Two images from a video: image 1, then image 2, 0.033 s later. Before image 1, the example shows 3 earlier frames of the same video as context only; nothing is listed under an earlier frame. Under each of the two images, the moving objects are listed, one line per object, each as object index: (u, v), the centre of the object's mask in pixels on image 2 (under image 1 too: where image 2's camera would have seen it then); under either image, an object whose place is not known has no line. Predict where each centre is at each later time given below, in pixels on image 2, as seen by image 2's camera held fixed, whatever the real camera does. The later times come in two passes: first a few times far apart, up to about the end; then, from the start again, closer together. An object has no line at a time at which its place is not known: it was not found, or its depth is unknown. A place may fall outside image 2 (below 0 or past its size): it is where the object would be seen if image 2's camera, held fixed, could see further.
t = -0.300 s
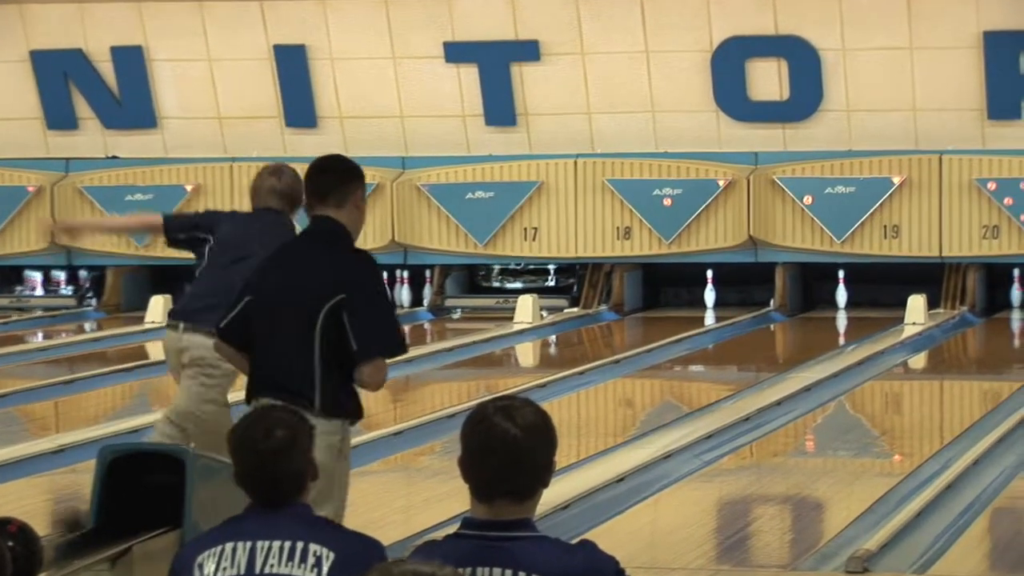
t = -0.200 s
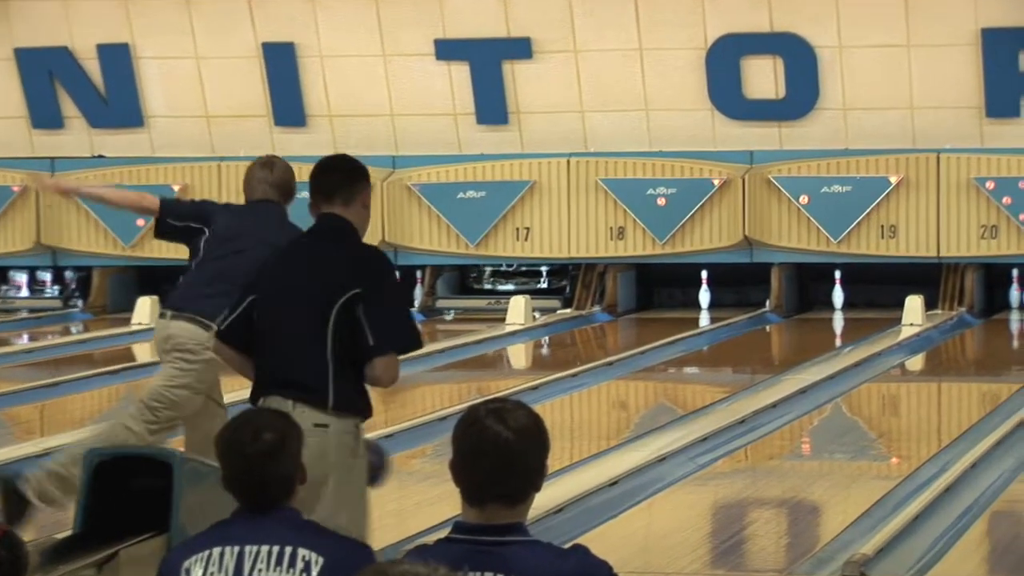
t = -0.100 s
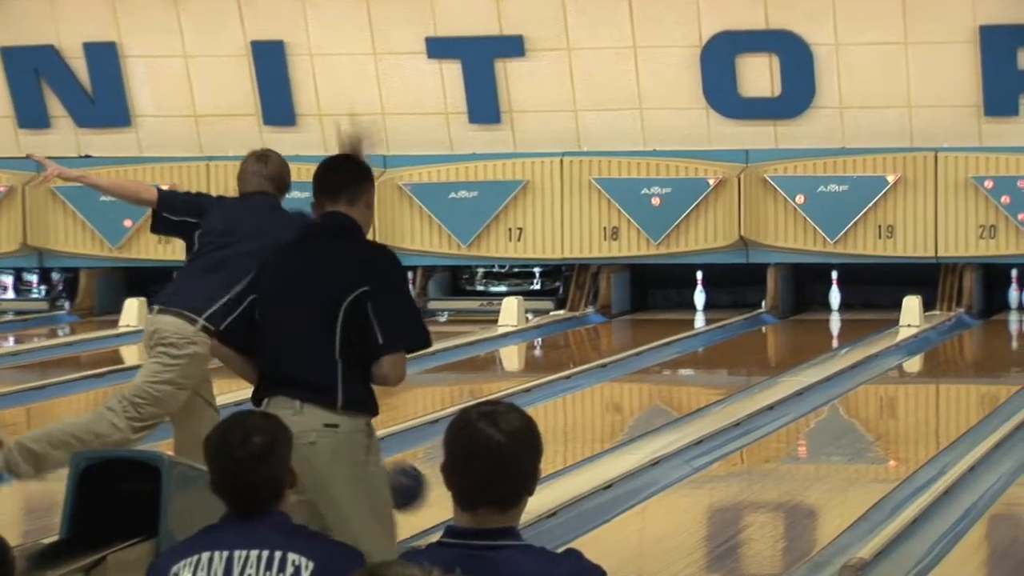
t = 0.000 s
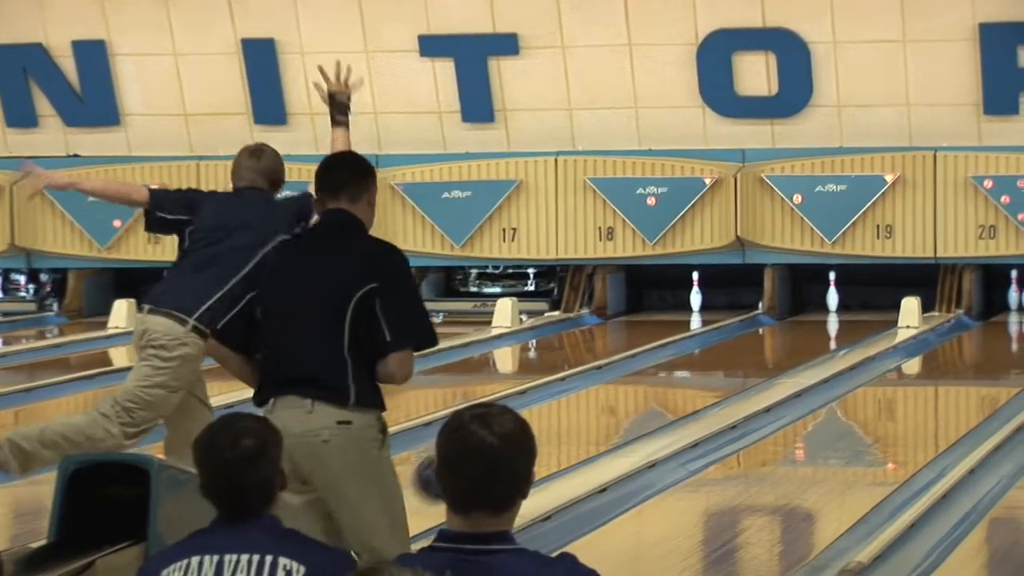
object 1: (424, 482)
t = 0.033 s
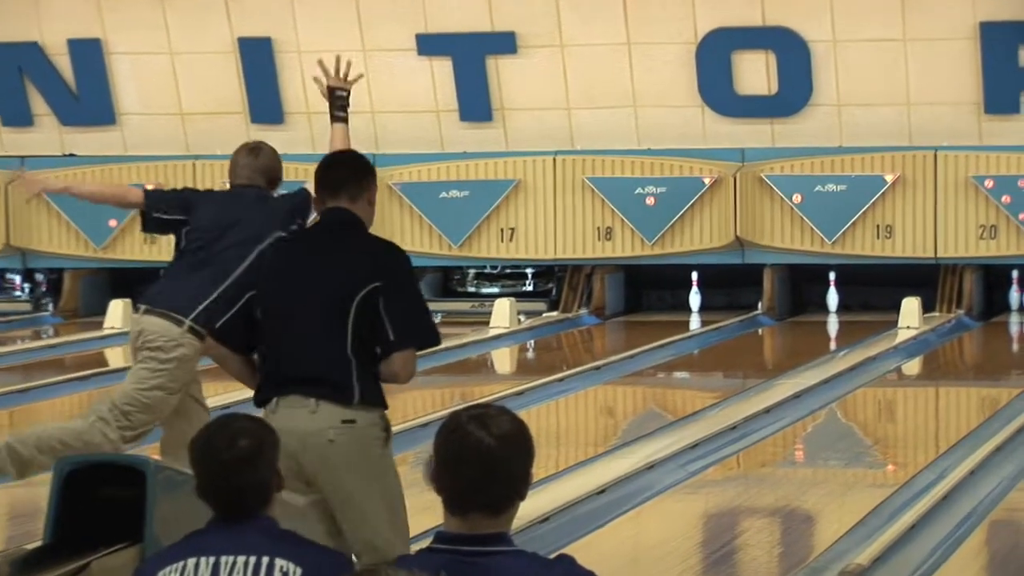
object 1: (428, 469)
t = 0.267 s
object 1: (540, 445)
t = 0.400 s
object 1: (571, 430)
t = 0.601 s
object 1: (620, 407)
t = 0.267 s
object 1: (540, 445)
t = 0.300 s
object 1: (546, 442)
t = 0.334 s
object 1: (552, 438)
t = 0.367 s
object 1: (562, 434)
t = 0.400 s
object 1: (571, 430)
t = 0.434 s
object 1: (580, 426)
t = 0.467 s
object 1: (588, 422)
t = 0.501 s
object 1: (597, 418)
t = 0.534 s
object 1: (605, 414)
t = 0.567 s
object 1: (612, 411)
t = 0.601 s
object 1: (620, 407)
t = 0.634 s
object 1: (628, 404)
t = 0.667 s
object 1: (635, 400)
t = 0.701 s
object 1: (644, 397)
